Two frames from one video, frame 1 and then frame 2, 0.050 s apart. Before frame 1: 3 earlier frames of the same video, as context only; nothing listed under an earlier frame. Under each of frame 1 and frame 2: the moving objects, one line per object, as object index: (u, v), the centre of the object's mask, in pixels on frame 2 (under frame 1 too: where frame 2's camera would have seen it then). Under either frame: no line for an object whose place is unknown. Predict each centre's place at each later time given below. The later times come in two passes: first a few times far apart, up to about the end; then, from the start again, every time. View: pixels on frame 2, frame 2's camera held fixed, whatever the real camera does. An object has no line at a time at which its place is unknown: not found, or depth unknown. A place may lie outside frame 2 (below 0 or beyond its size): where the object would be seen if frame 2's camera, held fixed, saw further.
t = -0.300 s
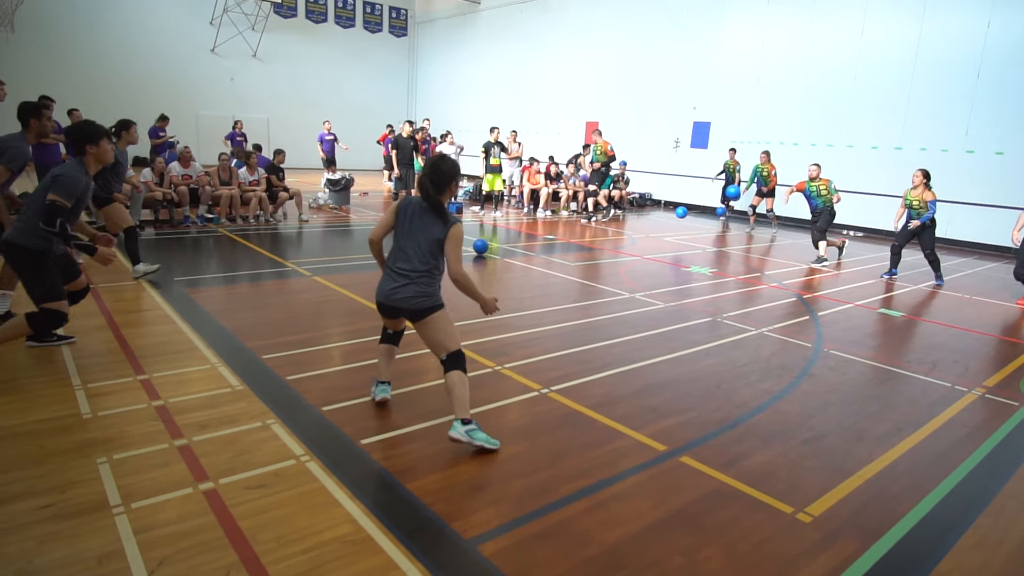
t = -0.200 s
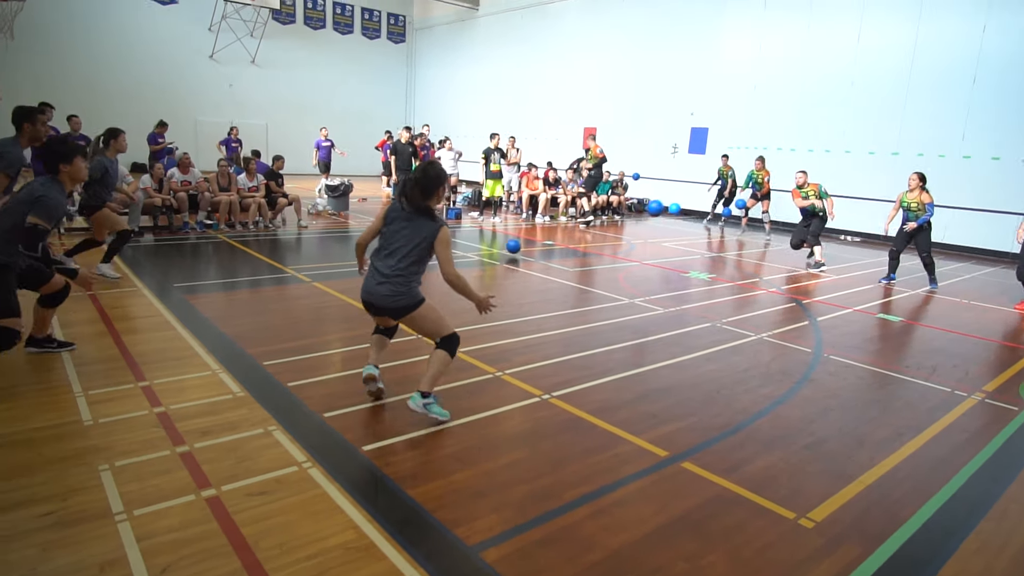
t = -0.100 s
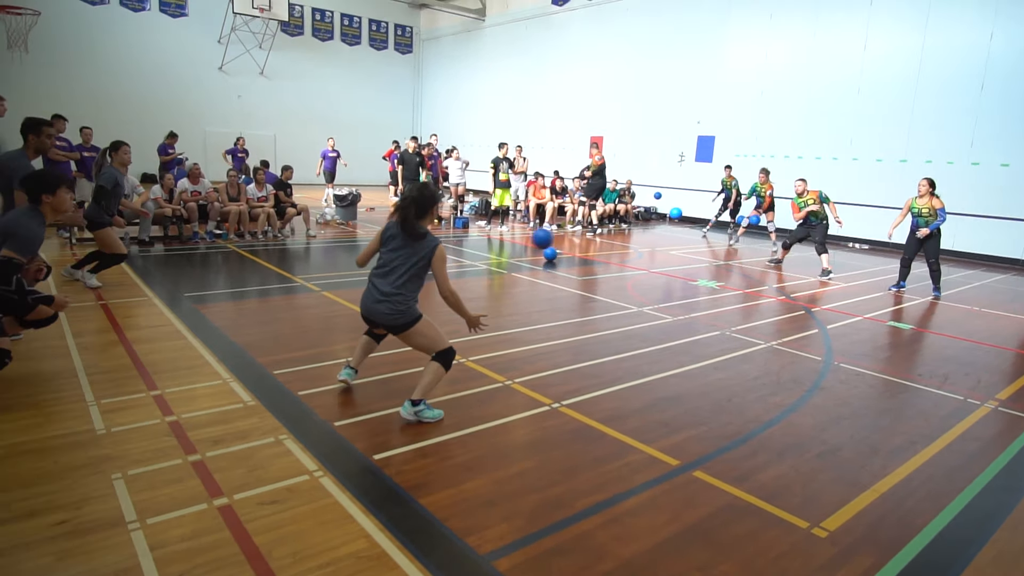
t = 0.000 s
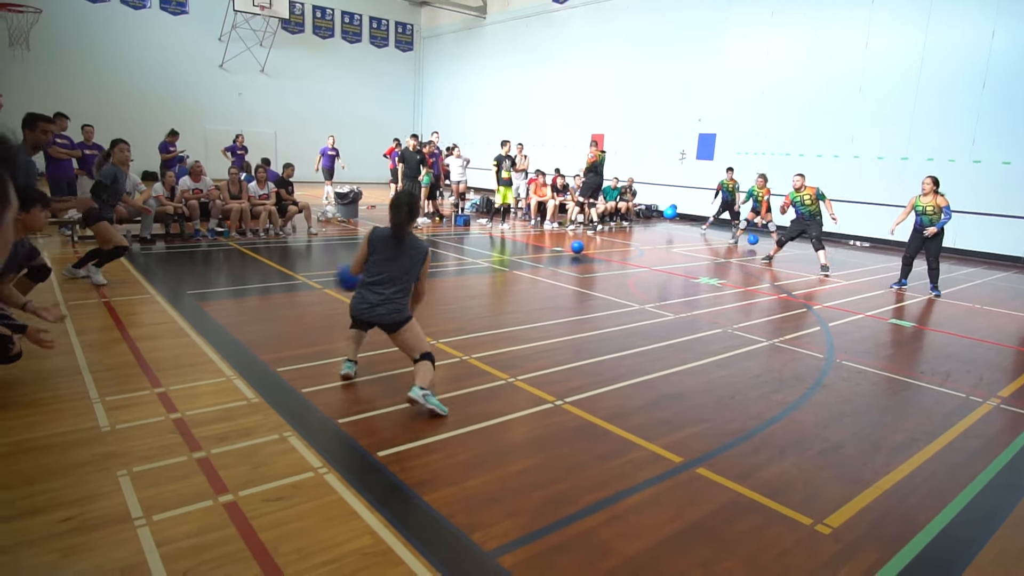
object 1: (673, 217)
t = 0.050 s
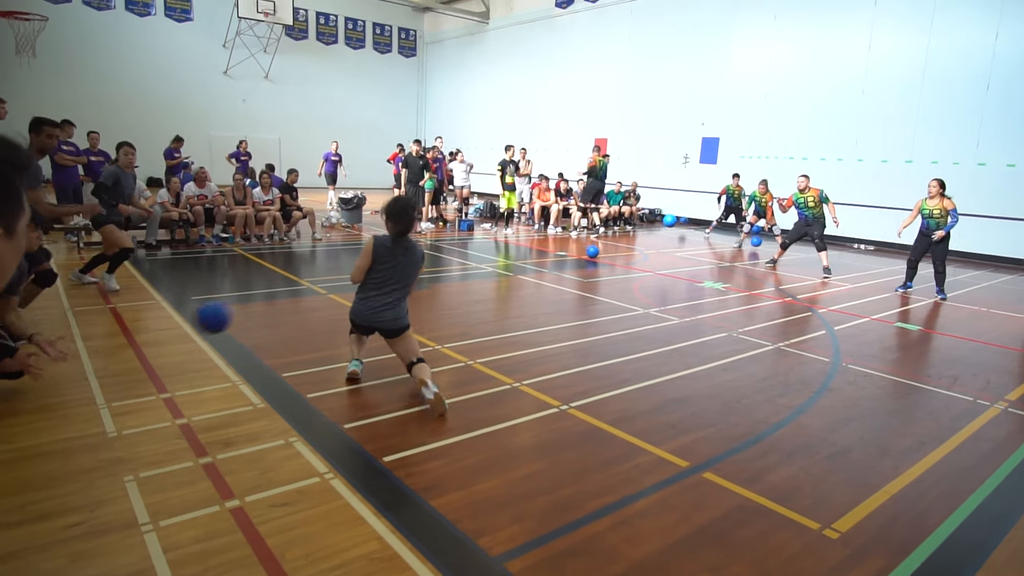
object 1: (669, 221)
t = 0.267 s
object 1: (650, 256)
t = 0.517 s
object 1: (633, 250)
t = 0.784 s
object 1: (607, 275)
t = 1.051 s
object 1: (579, 283)
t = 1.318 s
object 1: (546, 299)
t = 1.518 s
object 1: (519, 307)
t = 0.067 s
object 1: (668, 222)
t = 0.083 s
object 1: (667, 224)
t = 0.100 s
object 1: (666, 226)
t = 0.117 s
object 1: (665, 228)
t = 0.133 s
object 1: (663, 230)
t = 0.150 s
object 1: (662, 232)
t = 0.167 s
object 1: (660, 235)
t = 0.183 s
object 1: (658, 238)
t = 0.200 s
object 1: (657, 242)
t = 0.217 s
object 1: (655, 245)
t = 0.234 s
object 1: (654, 249)
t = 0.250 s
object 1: (652, 252)
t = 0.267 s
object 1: (650, 256)
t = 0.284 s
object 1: (648, 260)
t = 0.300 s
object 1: (647, 262)
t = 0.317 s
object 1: (646, 260)
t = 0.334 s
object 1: (645, 258)
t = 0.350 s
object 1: (644, 256)
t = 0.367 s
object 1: (643, 255)
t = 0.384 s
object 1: (642, 254)
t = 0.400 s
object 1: (641, 252)
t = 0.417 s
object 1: (640, 252)
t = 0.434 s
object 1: (639, 251)
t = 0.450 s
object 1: (638, 250)
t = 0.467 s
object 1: (637, 250)
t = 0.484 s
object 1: (635, 249)
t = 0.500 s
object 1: (634, 249)
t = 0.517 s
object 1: (633, 250)
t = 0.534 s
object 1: (631, 250)
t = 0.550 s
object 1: (630, 250)
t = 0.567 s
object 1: (629, 251)
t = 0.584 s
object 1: (627, 252)
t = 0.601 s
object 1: (626, 253)
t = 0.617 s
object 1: (624, 255)
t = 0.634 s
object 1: (623, 256)
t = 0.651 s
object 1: (621, 258)
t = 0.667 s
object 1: (619, 260)
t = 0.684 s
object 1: (617, 263)
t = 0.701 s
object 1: (616, 265)
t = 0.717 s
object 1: (614, 268)
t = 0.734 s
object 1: (612, 271)
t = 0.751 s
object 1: (610, 274)
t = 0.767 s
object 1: (608, 277)
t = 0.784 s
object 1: (607, 275)
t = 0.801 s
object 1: (605, 274)
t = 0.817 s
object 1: (604, 274)
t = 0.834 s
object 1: (603, 273)
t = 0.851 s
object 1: (601, 272)
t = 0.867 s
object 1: (599, 272)
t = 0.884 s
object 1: (598, 272)
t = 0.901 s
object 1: (596, 272)
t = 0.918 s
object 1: (595, 272)
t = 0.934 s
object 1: (593, 272)
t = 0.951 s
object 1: (591, 273)
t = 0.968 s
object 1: (589, 274)
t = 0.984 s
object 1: (587, 275)
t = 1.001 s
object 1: (585, 277)
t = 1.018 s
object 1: (583, 279)
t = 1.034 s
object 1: (581, 281)
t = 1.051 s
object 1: (579, 283)
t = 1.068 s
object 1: (576, 285)
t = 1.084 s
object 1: (574, 288)
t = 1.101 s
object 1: (572, 289)
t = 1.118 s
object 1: (570, 288)
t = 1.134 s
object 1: (569, 288)
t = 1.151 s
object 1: (567, 288)
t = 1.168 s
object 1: (565, 287)
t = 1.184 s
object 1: (563, 287)
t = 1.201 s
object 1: (561, 288)
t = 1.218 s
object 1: (559, 289)
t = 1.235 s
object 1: (557, 290)
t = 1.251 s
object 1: (555, 291)
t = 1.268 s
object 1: (553, 293)
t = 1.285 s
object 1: (550, 294)
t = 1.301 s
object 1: (548, 297)
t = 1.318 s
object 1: (546, 299)
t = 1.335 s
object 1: (544, 299)
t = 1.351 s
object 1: (542, 298)
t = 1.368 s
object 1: (540, 298)
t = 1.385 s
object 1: (537, 299)
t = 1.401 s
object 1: (535, 300)
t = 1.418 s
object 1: (533, 300)
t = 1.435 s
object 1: (531, 302)
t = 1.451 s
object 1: (528, 303)
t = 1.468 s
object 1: (526, 305)
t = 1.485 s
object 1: (523, 307)
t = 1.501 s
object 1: (521, 307)
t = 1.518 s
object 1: (519, 307)
